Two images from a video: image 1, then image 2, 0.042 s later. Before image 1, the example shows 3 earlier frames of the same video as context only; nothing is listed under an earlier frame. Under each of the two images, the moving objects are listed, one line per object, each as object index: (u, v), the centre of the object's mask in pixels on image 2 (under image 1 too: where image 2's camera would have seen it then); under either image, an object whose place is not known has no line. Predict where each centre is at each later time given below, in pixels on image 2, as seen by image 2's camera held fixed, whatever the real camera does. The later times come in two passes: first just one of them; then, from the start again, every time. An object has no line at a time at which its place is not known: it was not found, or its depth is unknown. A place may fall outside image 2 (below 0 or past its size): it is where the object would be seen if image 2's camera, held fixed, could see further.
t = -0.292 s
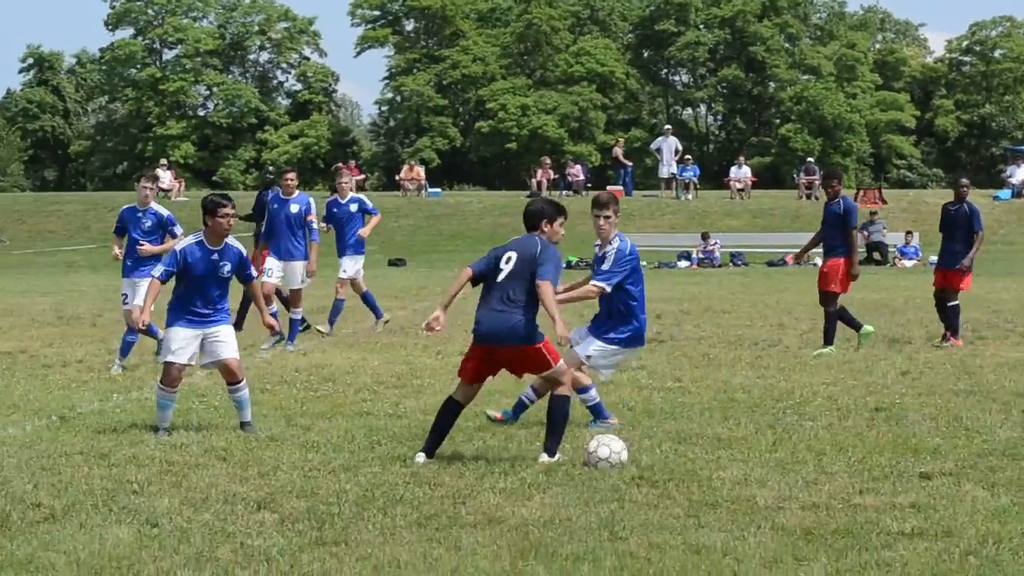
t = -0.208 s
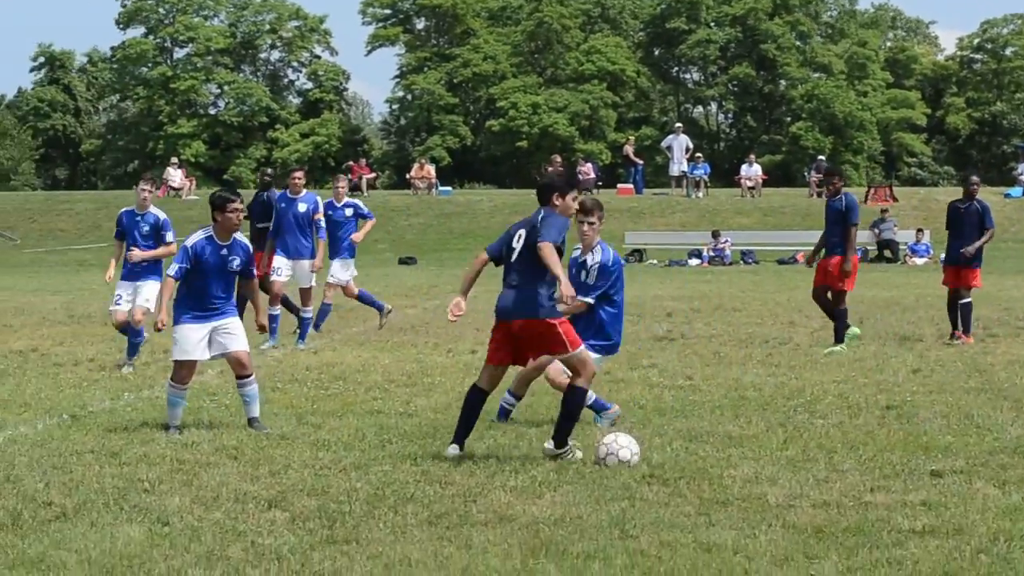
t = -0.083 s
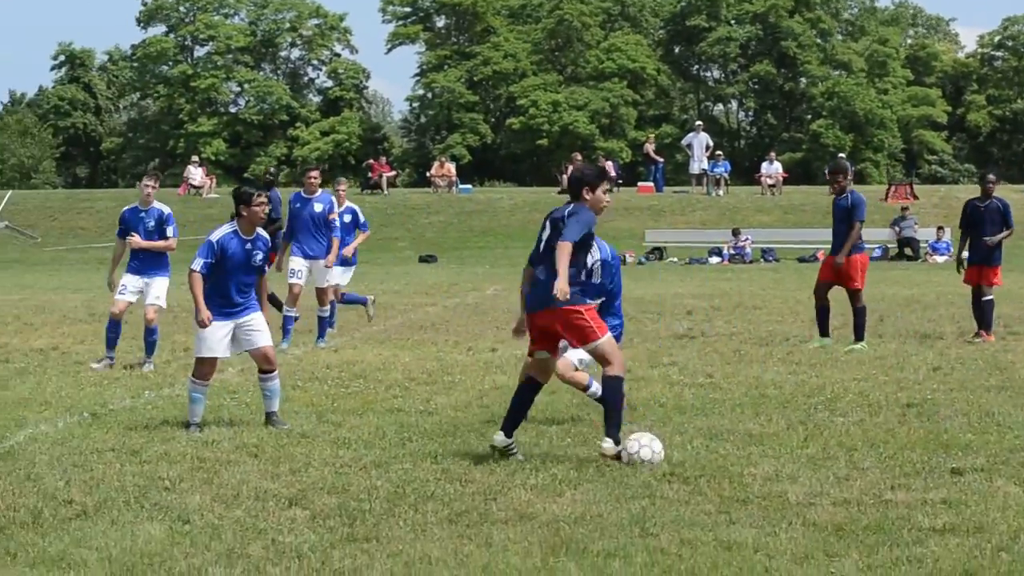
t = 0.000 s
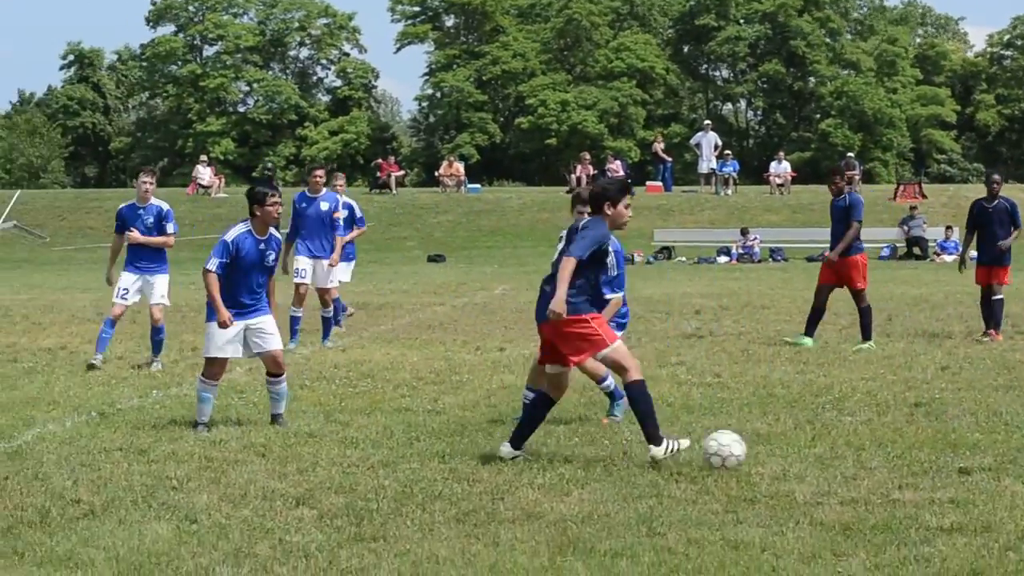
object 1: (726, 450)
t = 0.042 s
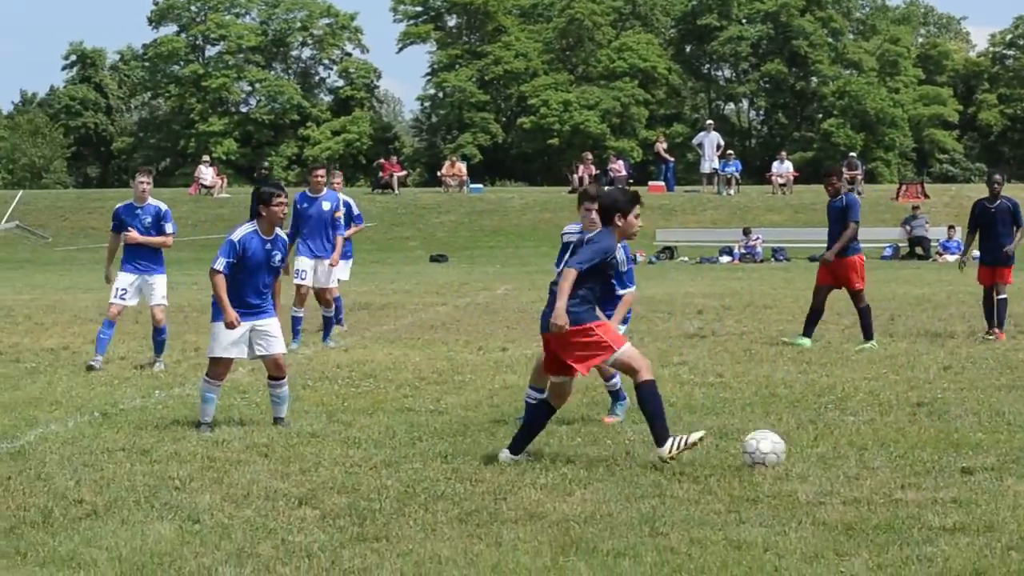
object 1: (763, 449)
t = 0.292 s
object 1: (948, 462)
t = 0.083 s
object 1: (800, 452)
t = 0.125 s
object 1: (836, 457)
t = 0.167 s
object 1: (869, 460)
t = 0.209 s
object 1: (897, 459)
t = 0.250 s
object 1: (924, 460)
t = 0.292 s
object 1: (948, 462)
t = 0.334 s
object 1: (974, 463)
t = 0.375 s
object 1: (997, 465)
